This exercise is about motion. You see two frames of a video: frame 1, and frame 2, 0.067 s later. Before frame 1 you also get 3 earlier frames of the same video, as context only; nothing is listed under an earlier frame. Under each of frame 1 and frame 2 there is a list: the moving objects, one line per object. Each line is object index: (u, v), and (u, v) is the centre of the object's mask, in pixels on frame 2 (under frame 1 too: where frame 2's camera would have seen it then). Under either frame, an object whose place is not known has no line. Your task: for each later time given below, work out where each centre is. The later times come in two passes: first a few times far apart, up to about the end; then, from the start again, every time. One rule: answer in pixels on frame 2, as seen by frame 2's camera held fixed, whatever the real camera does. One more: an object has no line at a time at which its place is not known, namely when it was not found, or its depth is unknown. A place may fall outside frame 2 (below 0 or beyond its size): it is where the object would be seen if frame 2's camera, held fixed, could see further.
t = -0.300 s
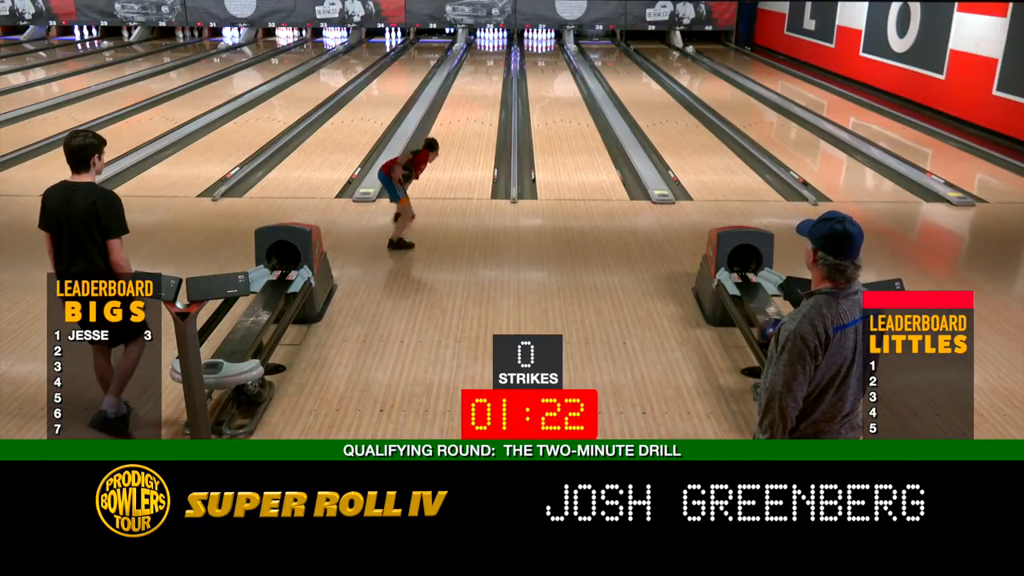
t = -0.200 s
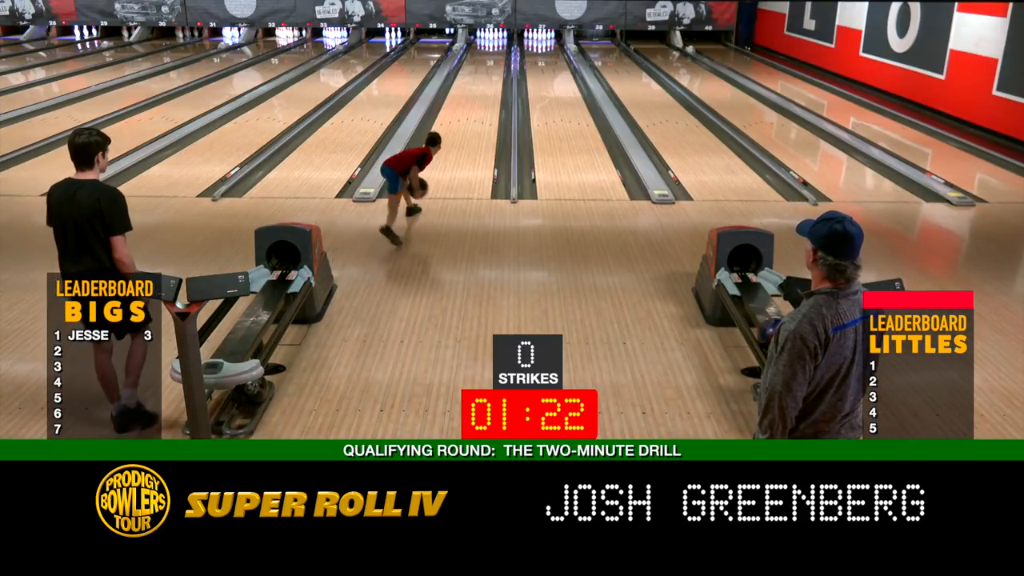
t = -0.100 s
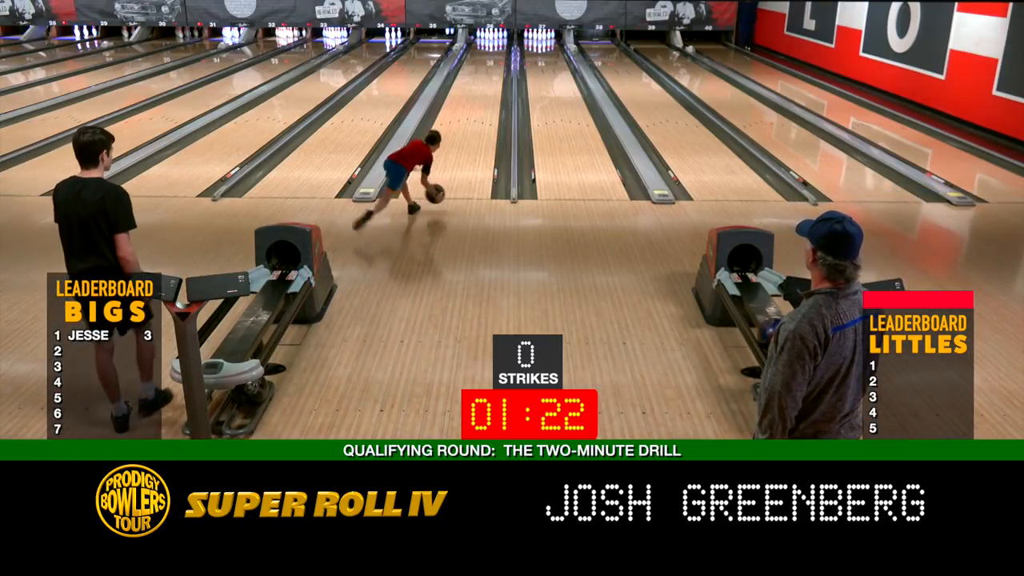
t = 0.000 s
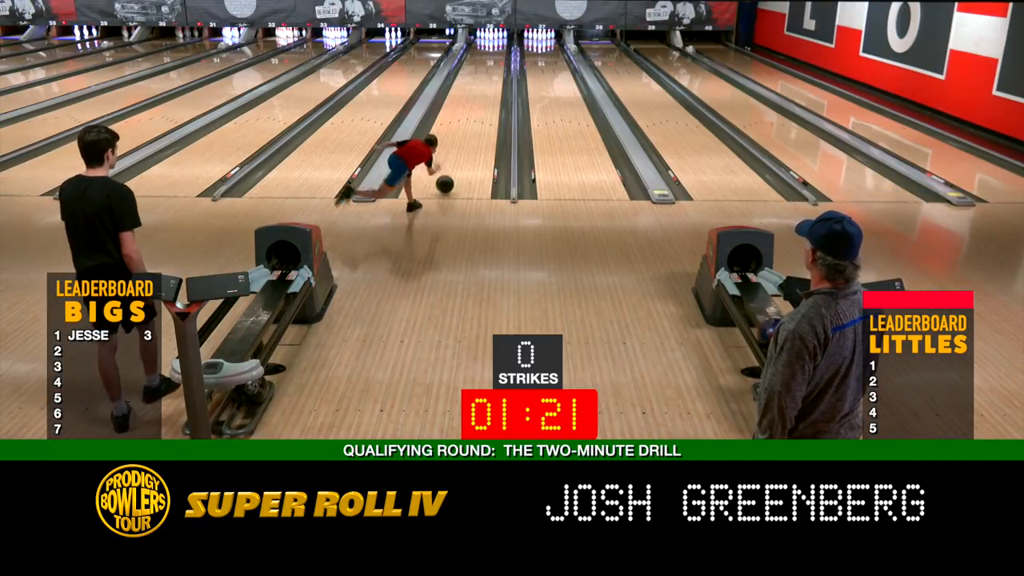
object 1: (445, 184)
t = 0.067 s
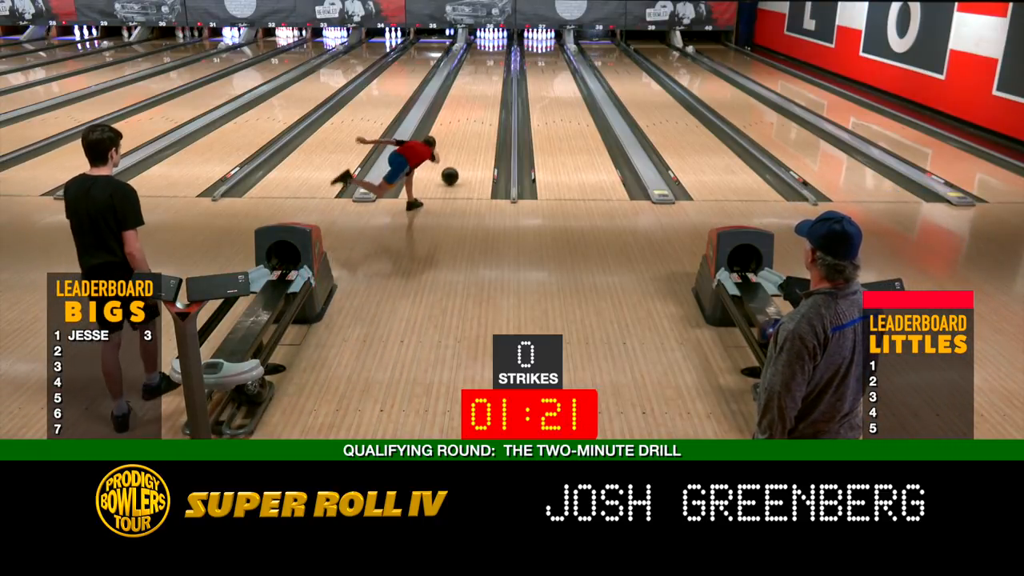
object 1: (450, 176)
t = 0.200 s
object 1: (459, 159)
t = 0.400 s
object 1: (469, 138)
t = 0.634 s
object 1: (479, 119)
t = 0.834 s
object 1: (486, 105)
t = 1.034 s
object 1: (491, 94)
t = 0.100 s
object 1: (452, 171)
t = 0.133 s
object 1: (454, 167)
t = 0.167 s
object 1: (457, 163)
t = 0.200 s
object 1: (459, 159)
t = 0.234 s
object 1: (461, 155)
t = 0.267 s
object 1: (462, 152)
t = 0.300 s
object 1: (464, 148)
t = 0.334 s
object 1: (466, 145)
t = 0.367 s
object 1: (468, 141)
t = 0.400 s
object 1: (469, 138)
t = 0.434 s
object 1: (471, 135)
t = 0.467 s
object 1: (472, 132)
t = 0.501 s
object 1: (474, 129)
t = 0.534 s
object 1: (475, 127)
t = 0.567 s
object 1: (476, 124)
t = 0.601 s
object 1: (478, 121)
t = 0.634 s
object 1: (479, 119)
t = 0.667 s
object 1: (480, 116)
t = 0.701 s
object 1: (481, 114)
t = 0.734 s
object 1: (482, 112)
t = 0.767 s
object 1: (484, 110)
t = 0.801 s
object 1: (485, 108)
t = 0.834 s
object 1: (486, 105)
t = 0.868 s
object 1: (487, 104)
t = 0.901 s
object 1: (488, 101)
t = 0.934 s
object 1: (489, 99)
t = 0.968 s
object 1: (489, 98)
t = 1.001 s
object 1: (490, 96)
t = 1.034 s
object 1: (491, 94)
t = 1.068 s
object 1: (492, 92)
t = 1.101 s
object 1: (492, 90)
